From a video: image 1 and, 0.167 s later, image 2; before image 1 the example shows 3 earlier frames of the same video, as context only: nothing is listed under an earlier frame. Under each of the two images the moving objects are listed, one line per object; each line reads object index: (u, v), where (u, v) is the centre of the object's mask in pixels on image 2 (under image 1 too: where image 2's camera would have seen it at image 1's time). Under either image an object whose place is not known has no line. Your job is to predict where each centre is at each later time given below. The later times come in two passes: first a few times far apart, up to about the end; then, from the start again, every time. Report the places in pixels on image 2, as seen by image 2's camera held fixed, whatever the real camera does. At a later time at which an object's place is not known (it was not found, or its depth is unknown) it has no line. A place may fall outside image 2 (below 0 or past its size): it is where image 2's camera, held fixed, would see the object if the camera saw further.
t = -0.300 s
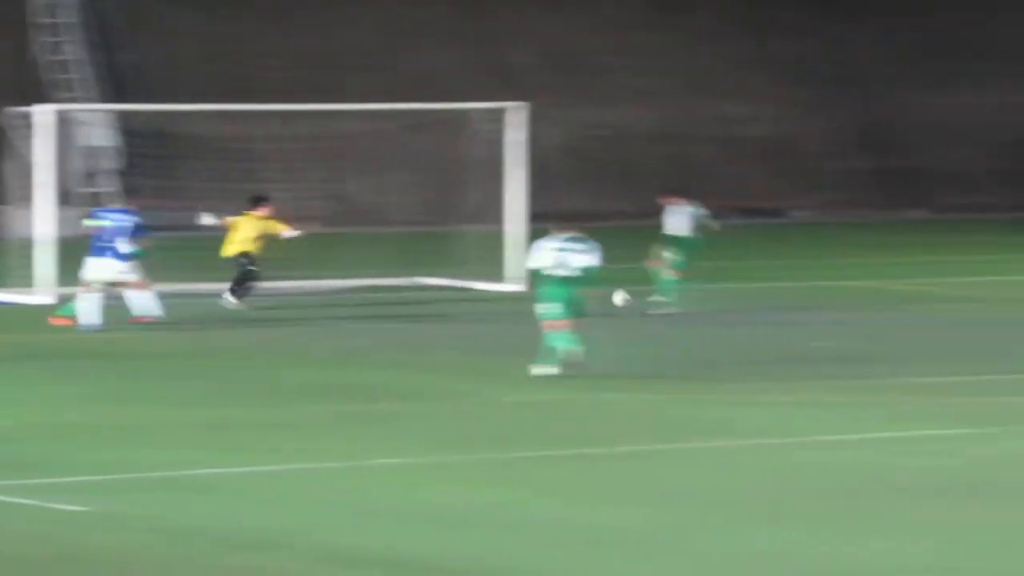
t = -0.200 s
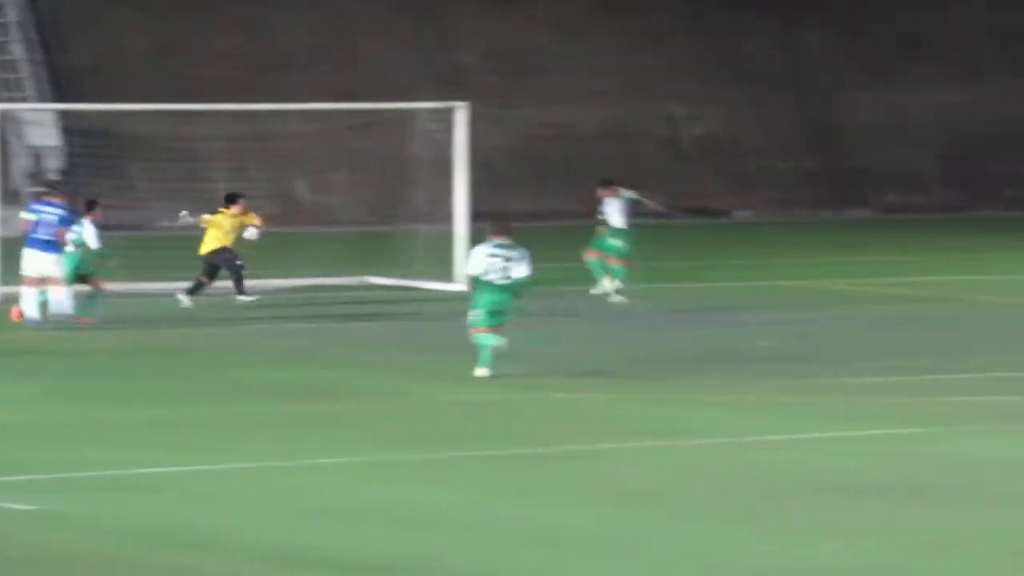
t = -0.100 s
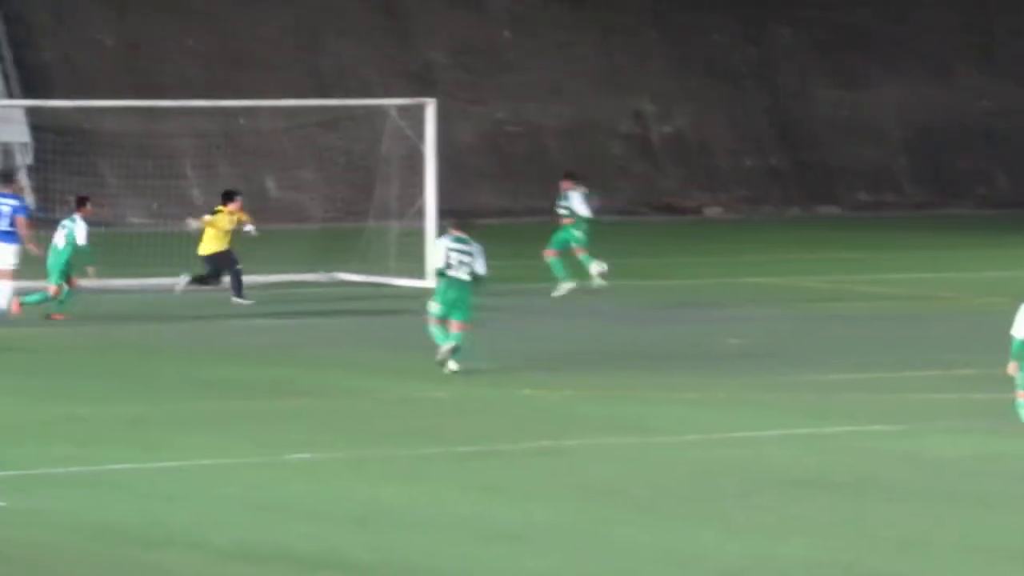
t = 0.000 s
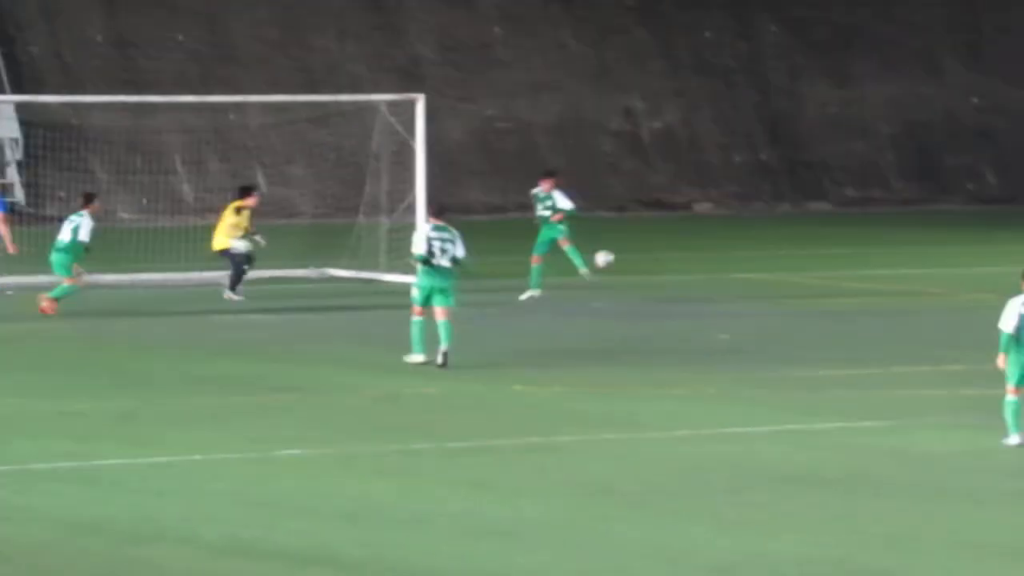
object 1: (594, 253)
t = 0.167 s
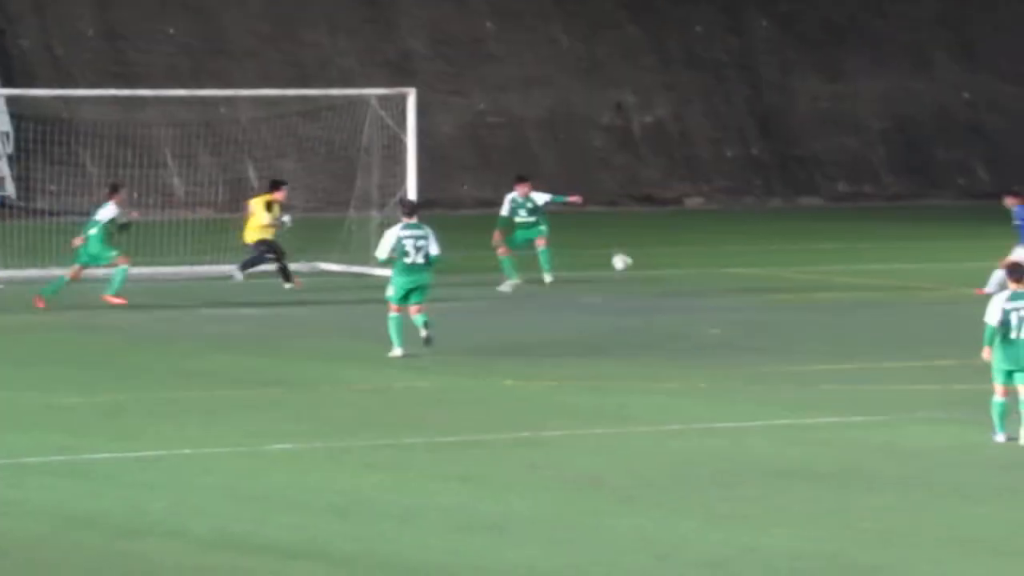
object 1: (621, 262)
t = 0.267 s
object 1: (637, 277)
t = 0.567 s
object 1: (720, 283)
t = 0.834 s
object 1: (802, 295)
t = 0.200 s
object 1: (626, 266)
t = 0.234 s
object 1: (632, 271)
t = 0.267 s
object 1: (637, 277)
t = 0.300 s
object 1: (643, 284)
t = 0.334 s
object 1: (648, 290)
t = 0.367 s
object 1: (655, 296)
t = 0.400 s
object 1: (665, 293)
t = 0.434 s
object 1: (676, 289)
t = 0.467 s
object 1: (687, 286)
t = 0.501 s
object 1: (698, 284)
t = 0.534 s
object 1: (709, 283)
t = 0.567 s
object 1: (720, 283)
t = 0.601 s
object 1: (731, 283)
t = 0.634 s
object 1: (740, 285)
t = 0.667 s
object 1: (751, 287)
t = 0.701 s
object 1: (762, 290)
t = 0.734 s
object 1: (774, 294)
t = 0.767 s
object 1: (785, 299)
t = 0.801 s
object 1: (793, 297)
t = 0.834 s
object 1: (802, 295)
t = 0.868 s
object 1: (812, 293)
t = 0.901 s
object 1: (820, 292)
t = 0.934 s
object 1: (831, 291)
